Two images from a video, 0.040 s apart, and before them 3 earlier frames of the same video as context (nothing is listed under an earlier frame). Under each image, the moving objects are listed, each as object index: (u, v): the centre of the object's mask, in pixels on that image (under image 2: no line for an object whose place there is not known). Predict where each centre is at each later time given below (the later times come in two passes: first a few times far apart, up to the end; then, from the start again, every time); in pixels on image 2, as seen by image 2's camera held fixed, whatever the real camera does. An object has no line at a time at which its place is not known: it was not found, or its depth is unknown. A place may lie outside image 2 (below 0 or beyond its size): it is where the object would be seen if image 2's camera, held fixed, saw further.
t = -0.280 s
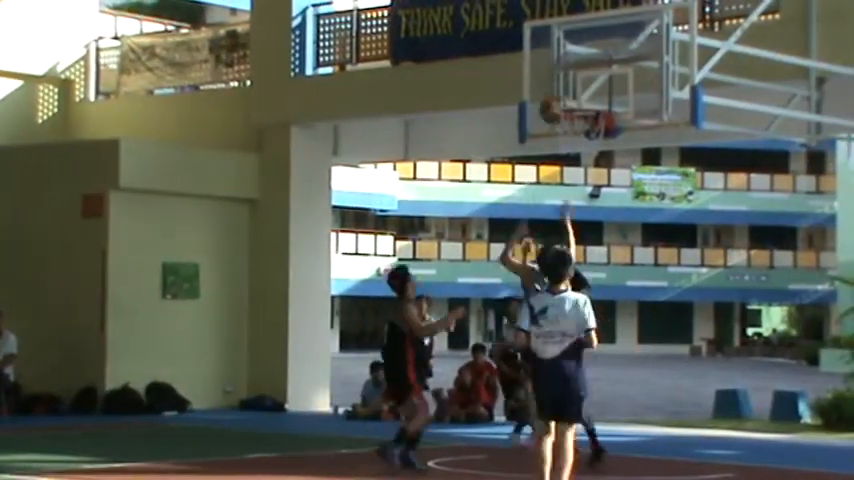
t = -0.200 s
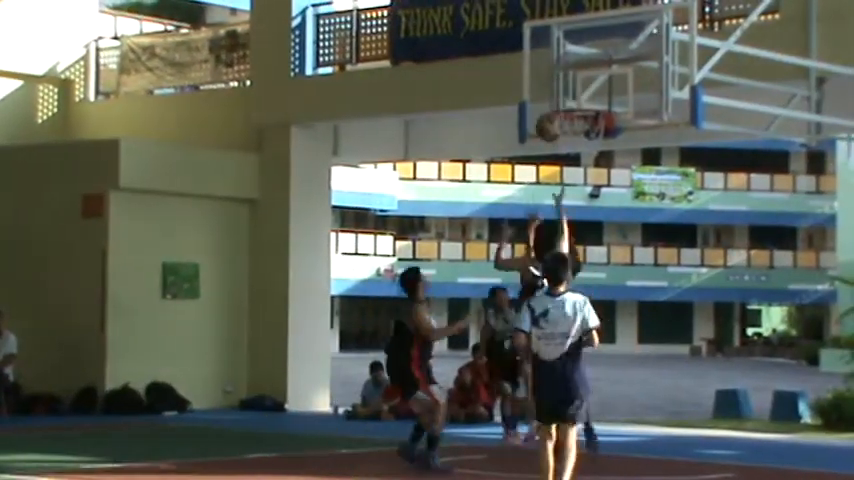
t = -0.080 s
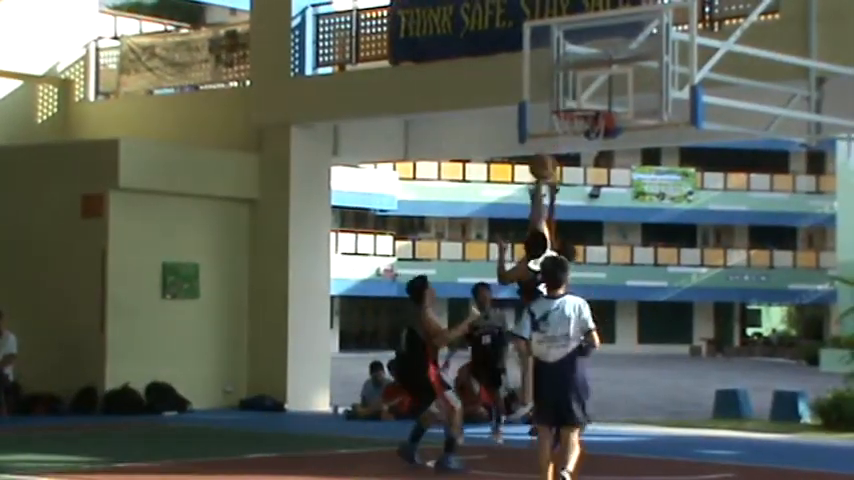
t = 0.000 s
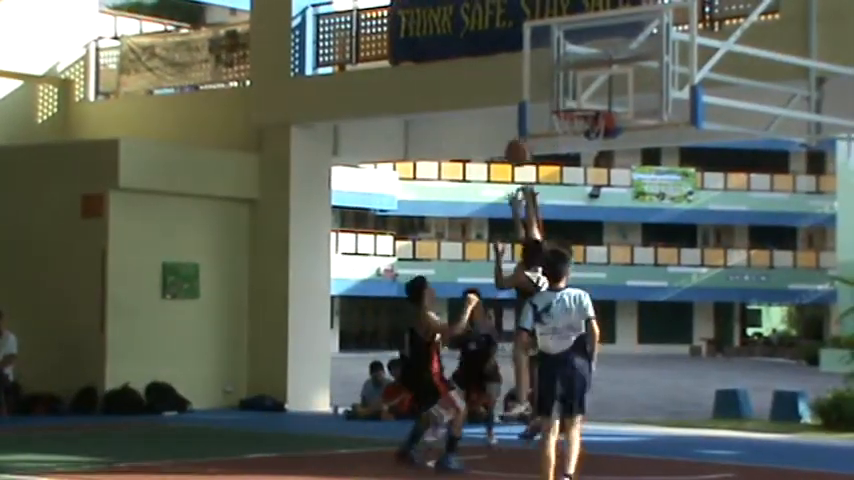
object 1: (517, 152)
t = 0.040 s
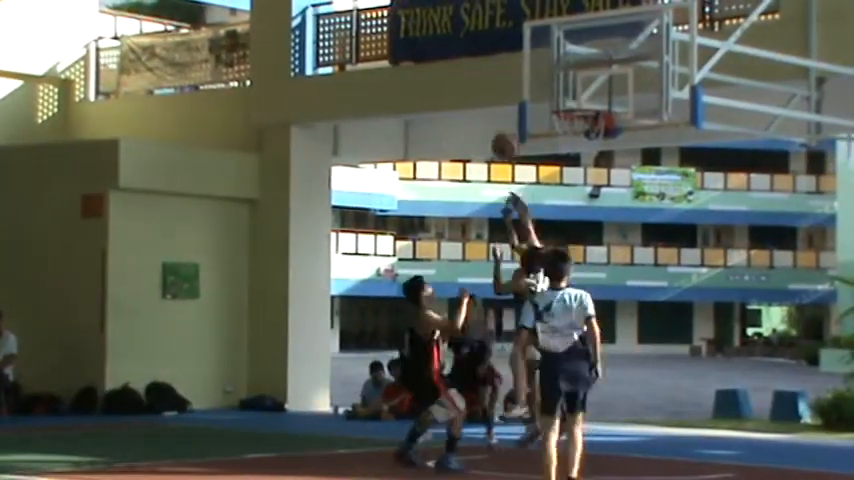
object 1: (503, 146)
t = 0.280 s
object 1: (425, 142)
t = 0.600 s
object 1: (312, 247)
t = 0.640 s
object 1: (298, 270)
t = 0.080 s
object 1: (492, 140)
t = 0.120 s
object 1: (478, 137)
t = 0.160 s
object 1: (465, 135)
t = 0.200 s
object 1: (452, 136)
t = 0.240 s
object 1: (439, 138)
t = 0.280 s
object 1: (425, 142)
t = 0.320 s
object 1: (410, 148)
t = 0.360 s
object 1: (397, 156)
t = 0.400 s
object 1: (383, 166)
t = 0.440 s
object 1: (369, 178)
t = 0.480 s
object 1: (355, 194)
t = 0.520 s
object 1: (340, 210)
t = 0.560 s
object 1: (326, 226)
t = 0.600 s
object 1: (312, 247)
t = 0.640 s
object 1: (298, 270)
